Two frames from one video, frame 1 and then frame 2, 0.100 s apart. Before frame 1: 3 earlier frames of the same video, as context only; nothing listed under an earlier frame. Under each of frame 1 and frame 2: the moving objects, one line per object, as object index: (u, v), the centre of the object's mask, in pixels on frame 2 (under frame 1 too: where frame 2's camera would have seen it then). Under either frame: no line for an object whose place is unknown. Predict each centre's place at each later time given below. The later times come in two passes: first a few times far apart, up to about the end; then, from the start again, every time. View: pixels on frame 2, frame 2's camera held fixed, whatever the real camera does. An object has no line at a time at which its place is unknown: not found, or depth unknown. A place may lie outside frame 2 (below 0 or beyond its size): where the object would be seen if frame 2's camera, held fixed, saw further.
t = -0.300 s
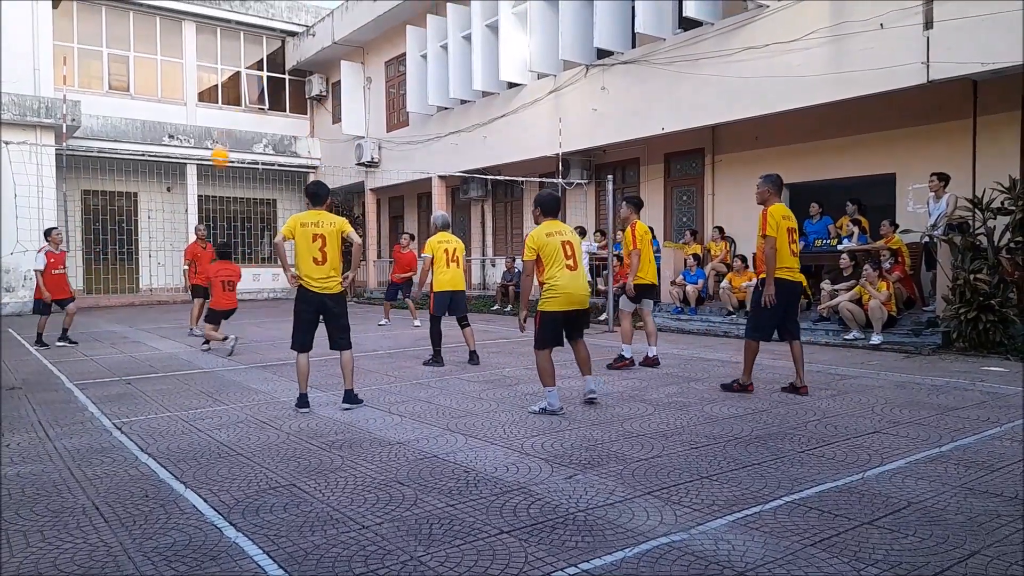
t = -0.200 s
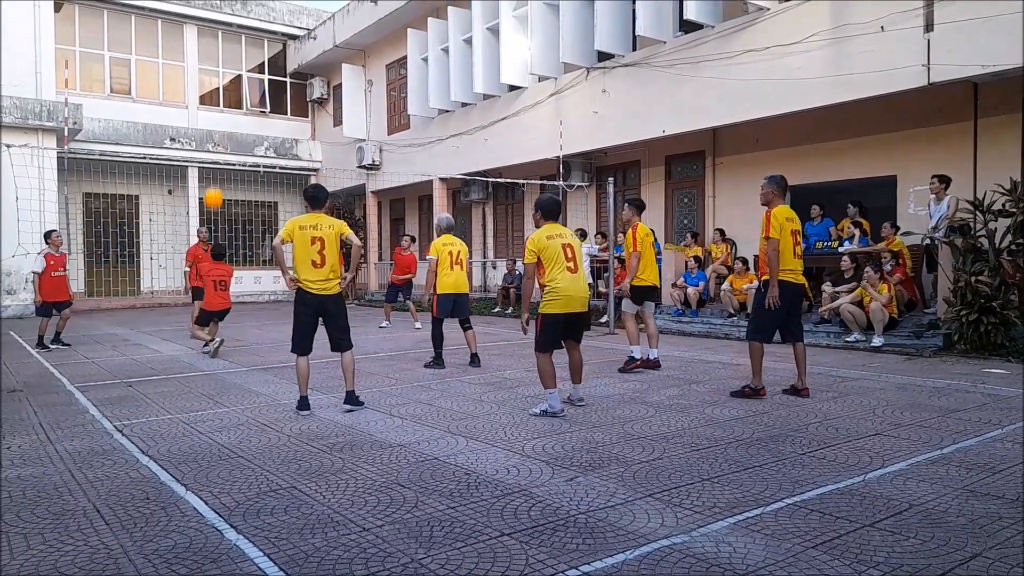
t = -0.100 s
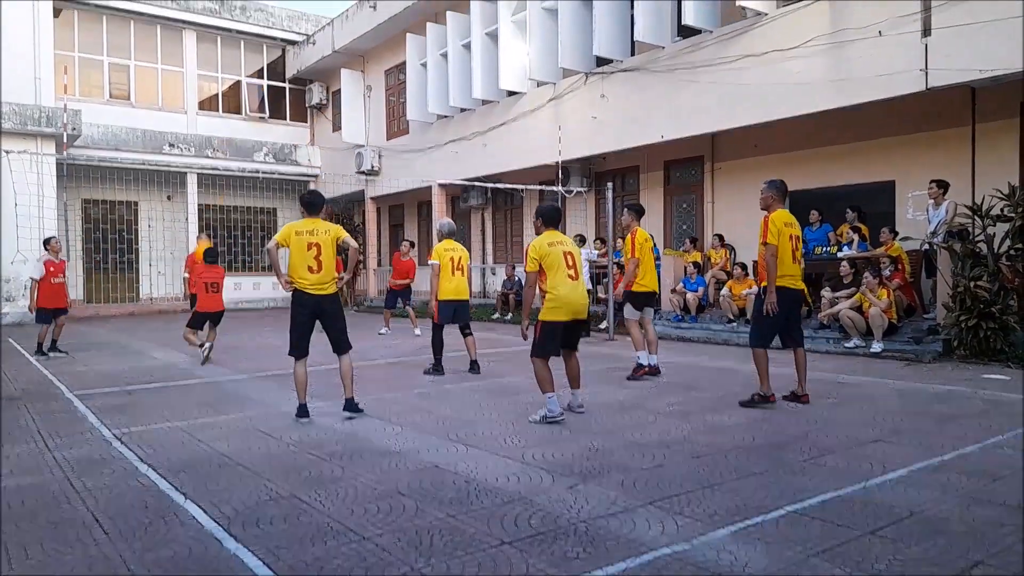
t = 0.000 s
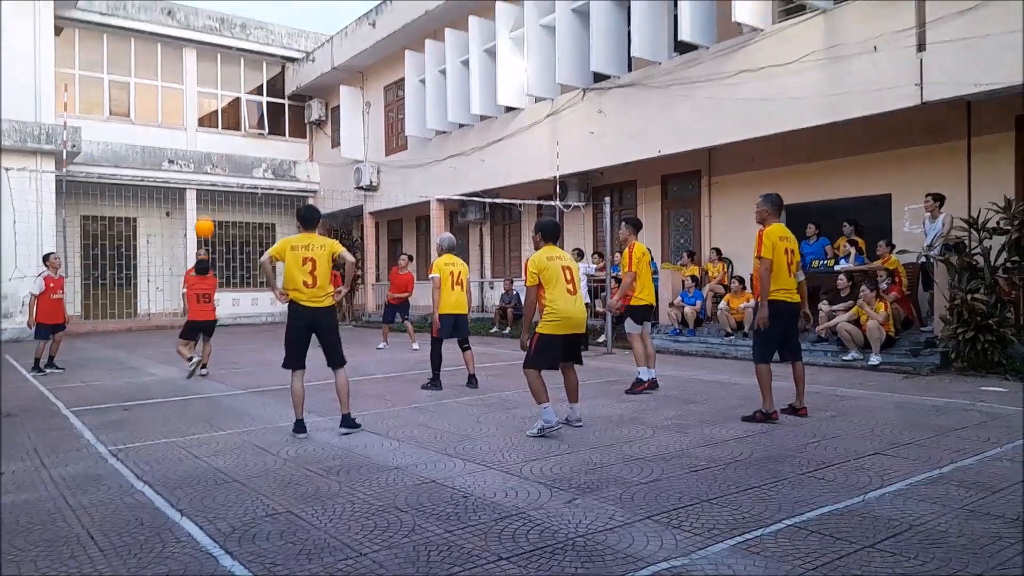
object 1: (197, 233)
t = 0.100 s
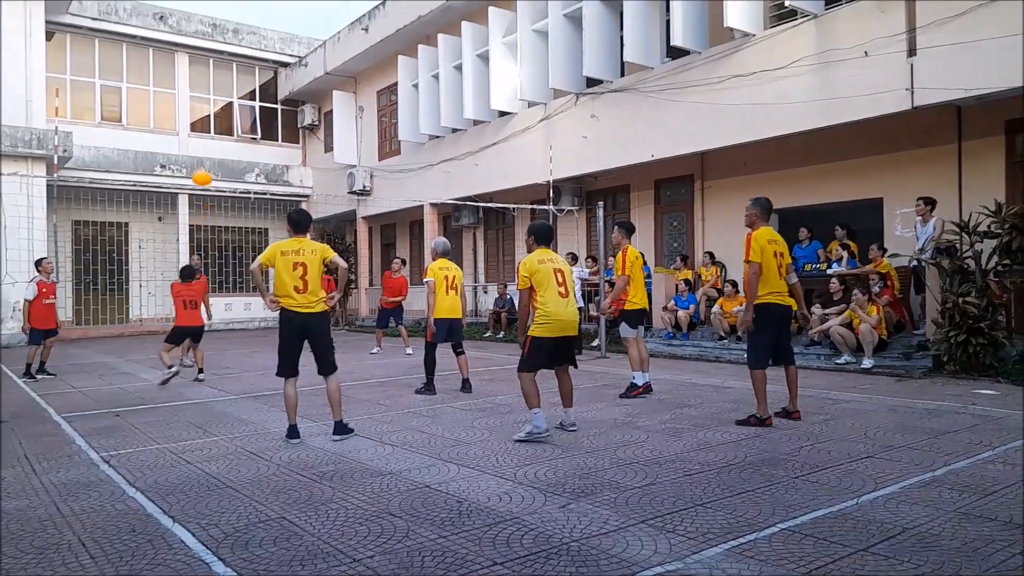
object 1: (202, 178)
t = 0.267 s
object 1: (212, 113)
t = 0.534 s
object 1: (225, 55)
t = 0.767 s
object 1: (235, 47)
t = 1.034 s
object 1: (247, 82)
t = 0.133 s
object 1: (204, 164)
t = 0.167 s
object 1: (206, 149)
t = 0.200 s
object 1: (208, 134)
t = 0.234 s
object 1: (210, 124)
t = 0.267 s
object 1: (212, 113)
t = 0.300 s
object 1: (214, 102)
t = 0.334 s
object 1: (215, 92)
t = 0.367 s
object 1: (218, 84)
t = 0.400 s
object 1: (219, 76)
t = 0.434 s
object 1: (221, 69)
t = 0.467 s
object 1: (222, 63)
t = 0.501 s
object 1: (223, 58)
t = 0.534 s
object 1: (225, 55)
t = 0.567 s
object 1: (226, 51)
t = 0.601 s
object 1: (228, 49)
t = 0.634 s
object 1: (229, 47)
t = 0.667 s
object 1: (231, 46)
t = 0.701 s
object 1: (232, 45)
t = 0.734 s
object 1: (234, 46)
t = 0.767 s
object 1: (235, 47)
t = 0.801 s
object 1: (237, 49)
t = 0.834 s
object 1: (238, 51)
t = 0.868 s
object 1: (240, 55)
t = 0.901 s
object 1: (242, 59)
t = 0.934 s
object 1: (243, 63)
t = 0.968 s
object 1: (245, 69)
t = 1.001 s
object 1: (246, 75)
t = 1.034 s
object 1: (247, 82)
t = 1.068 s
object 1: (249, 90)
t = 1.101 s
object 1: (250, 99)
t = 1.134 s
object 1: (251, 108)
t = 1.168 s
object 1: (253, 117)
